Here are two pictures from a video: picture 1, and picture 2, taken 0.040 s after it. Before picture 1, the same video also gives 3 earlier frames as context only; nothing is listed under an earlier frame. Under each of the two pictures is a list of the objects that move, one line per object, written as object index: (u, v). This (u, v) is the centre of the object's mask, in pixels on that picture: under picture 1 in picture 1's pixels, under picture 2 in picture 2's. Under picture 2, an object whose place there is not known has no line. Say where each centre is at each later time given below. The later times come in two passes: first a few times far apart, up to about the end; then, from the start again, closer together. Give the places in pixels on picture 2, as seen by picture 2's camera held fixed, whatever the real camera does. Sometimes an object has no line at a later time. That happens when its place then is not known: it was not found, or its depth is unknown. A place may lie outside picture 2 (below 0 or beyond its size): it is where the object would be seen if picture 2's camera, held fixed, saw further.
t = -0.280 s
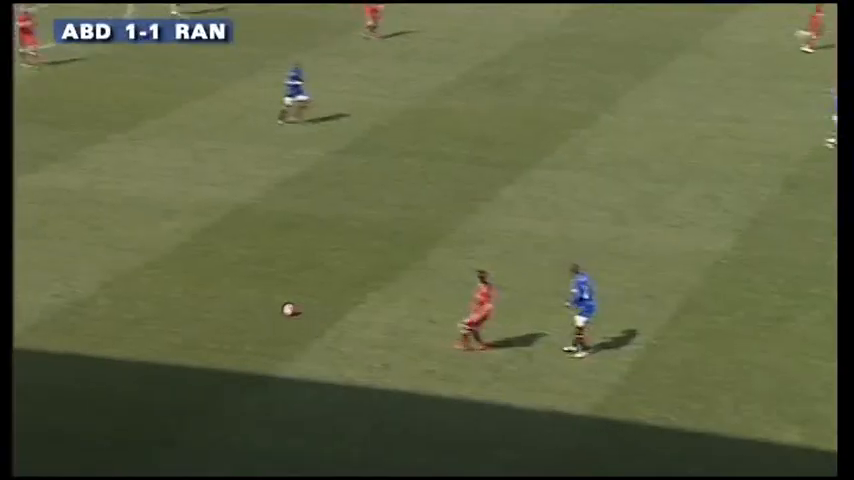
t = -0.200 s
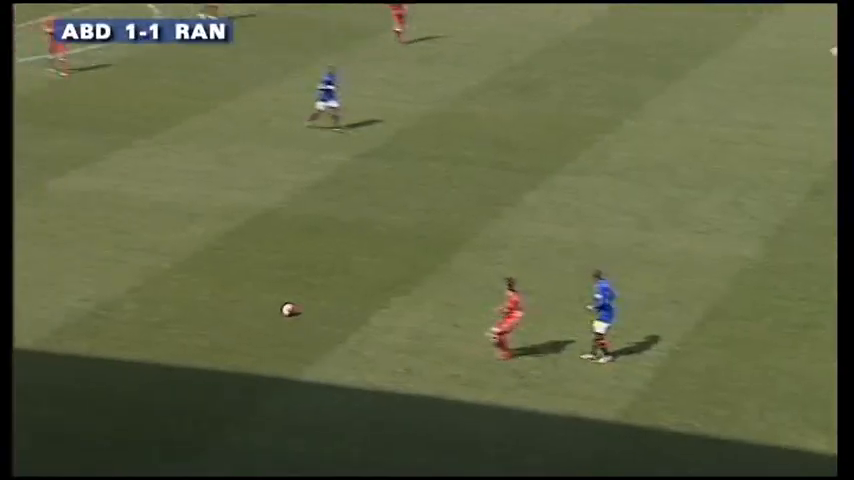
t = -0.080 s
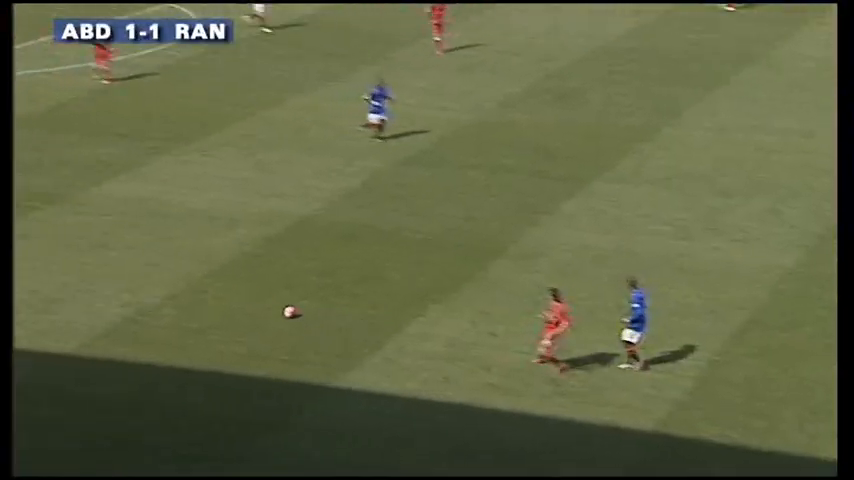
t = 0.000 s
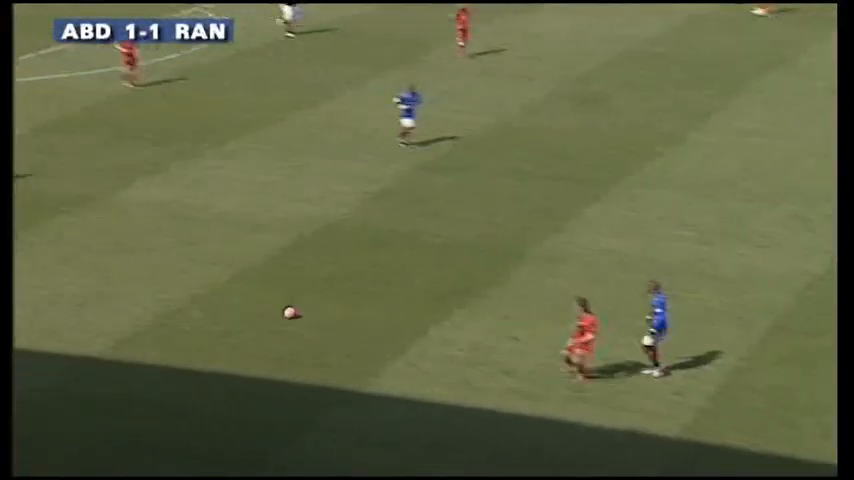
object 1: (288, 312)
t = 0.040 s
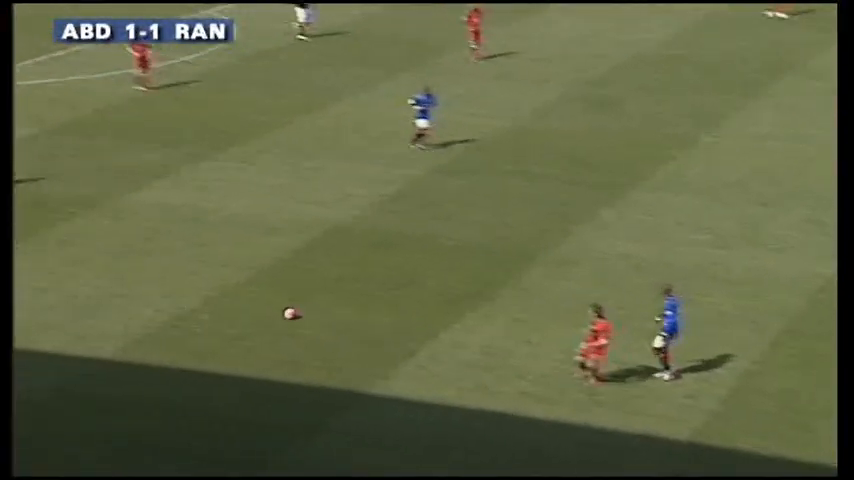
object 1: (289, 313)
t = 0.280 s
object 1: (227, 304)
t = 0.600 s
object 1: (153, 293)
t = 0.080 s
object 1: (279, 311)
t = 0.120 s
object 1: (269, 309)
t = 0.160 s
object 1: (259, 308)
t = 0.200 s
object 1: (248, 307)
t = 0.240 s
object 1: (237, 305)
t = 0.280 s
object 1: (227, 304)
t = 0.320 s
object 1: (217, 303)
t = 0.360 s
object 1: (208, 301)
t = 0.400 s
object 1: (198, 300)
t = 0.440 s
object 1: (188, 298)
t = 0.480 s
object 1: (179, 296)
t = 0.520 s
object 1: (170, 295)
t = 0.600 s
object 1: (153, 293)
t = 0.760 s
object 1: (119, 287)
